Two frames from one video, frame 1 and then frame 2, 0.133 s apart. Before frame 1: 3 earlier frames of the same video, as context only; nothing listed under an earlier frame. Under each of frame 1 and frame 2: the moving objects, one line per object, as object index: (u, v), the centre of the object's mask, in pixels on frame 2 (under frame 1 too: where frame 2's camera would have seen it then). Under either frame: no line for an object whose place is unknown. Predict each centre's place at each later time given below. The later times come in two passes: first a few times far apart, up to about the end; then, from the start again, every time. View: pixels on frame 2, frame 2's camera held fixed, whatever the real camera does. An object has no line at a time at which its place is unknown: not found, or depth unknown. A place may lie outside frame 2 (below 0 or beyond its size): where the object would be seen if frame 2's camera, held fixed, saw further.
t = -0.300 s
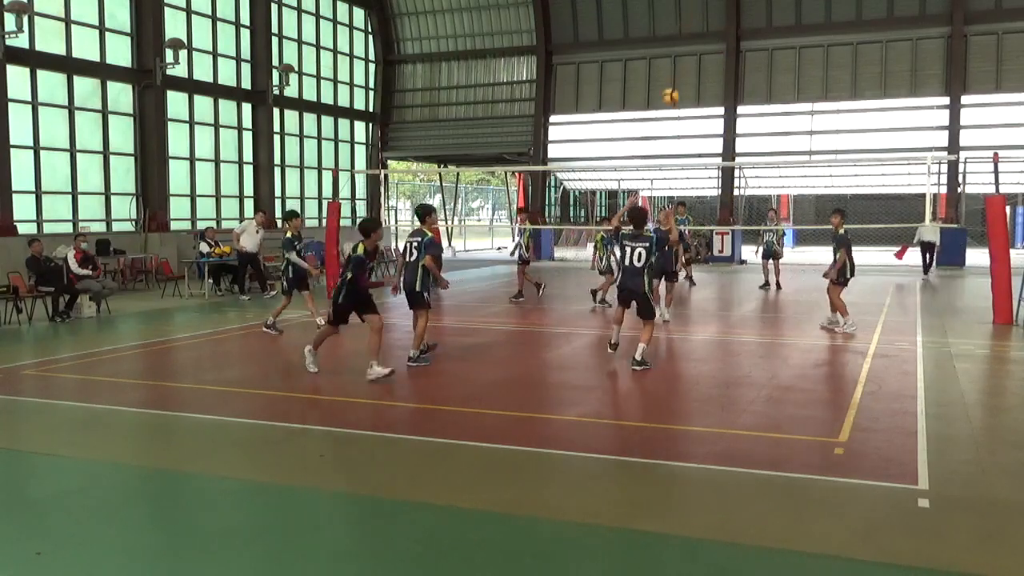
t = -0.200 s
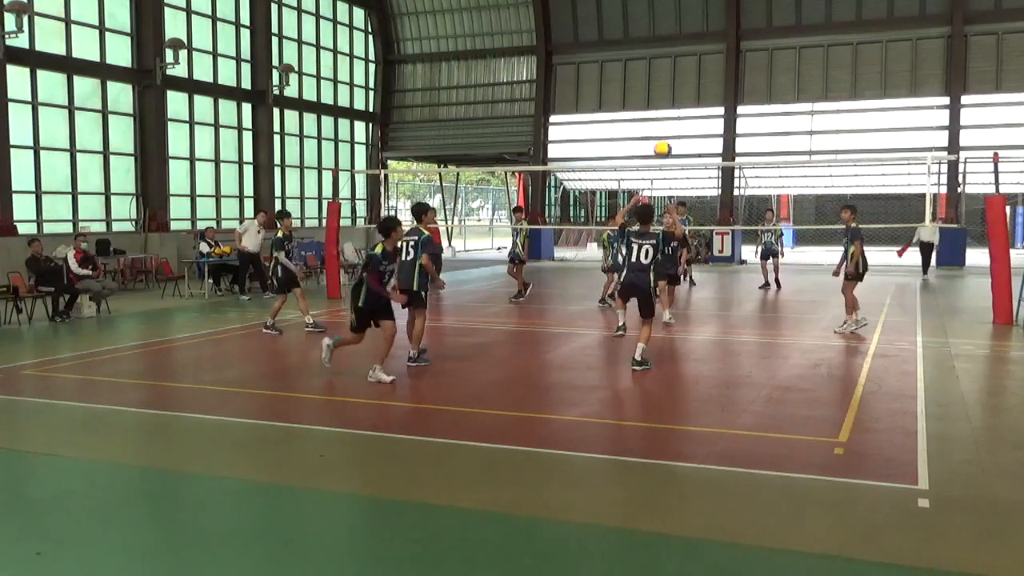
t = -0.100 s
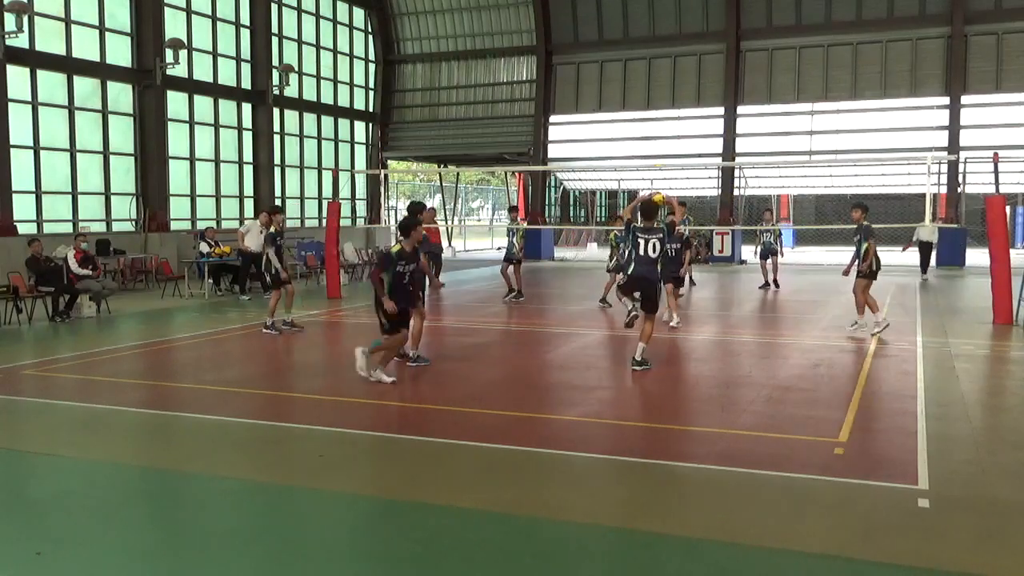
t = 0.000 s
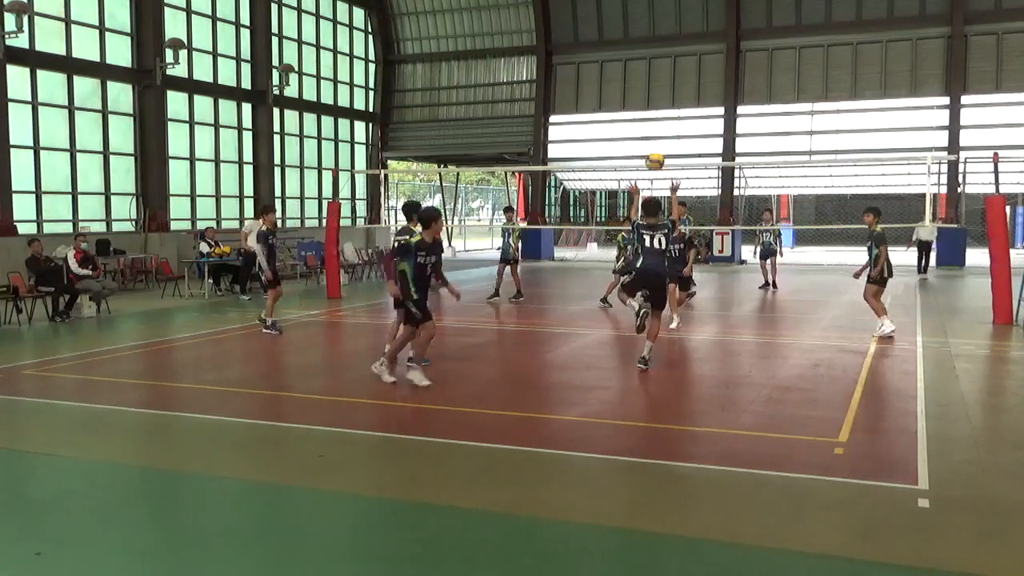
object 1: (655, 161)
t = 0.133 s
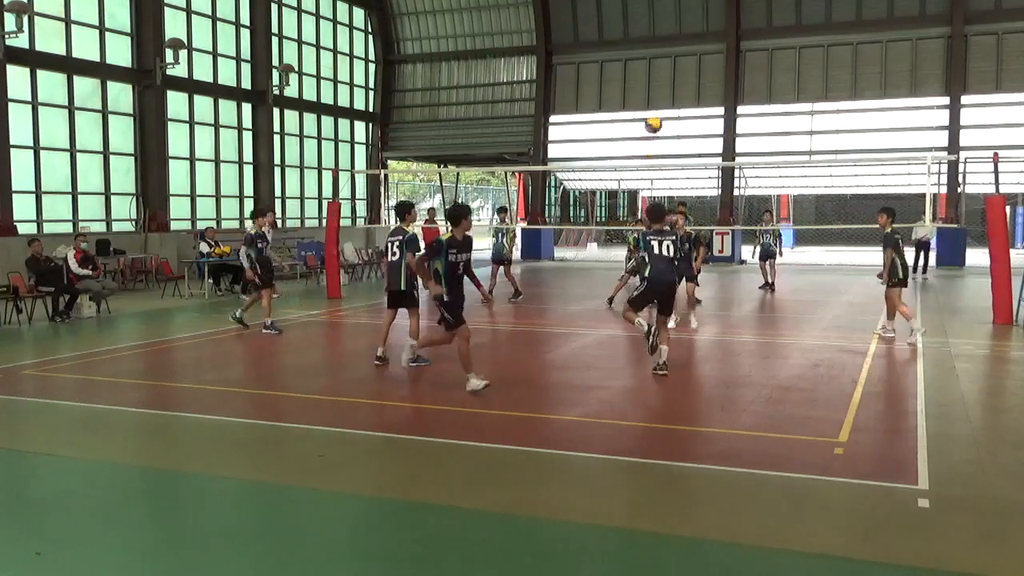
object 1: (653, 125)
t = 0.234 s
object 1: (652, 109)
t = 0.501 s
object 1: (650, 109)
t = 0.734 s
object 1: (647, 150)
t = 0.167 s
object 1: (653, 118)
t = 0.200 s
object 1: (652, 112)
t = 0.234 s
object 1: (652, 109)
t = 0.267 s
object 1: (651, 106)
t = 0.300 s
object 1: (651, 103)
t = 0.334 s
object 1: (651, 101)
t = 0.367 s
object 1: (651, 101)
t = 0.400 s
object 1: (650, 102)
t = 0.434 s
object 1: (650, 103)
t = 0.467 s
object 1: (650, 106)
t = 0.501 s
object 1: (650, 109)
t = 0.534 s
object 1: (649, 112)
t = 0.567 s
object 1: (648, 116)
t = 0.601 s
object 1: (648, 123)
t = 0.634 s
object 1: (648, 129)
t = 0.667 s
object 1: (647, 135)
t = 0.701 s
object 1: (647, 142)
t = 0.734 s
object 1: (647, 150)
